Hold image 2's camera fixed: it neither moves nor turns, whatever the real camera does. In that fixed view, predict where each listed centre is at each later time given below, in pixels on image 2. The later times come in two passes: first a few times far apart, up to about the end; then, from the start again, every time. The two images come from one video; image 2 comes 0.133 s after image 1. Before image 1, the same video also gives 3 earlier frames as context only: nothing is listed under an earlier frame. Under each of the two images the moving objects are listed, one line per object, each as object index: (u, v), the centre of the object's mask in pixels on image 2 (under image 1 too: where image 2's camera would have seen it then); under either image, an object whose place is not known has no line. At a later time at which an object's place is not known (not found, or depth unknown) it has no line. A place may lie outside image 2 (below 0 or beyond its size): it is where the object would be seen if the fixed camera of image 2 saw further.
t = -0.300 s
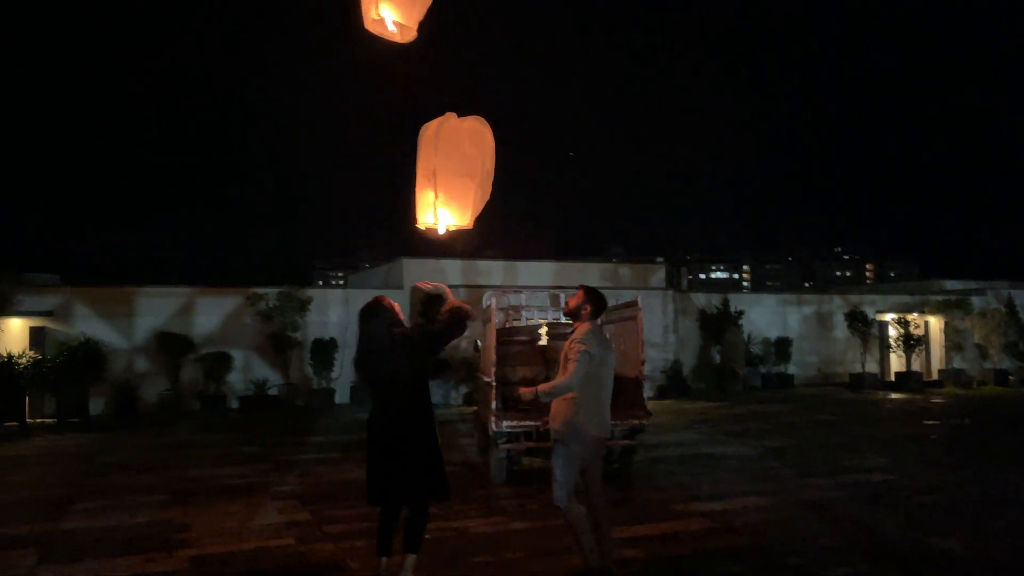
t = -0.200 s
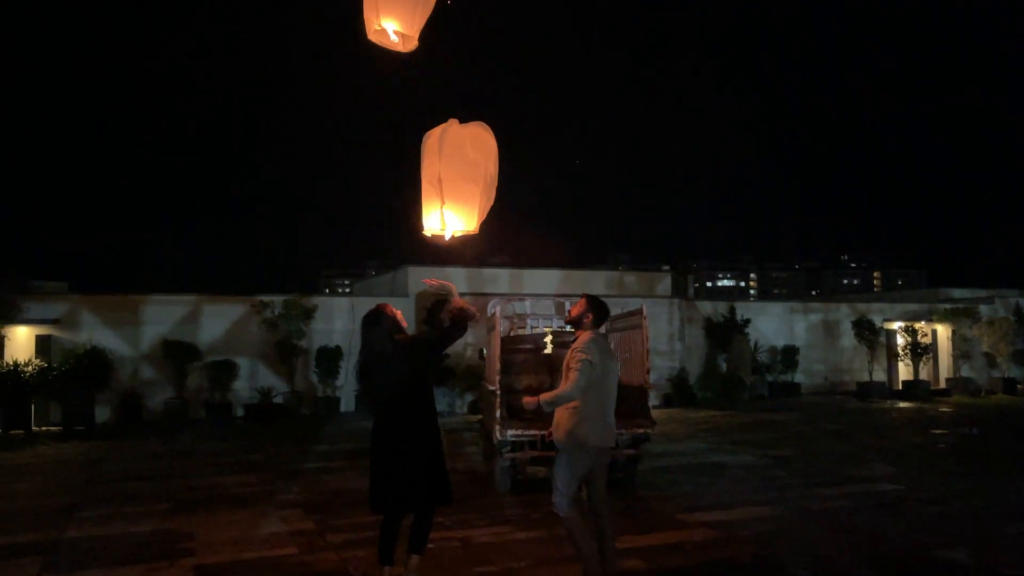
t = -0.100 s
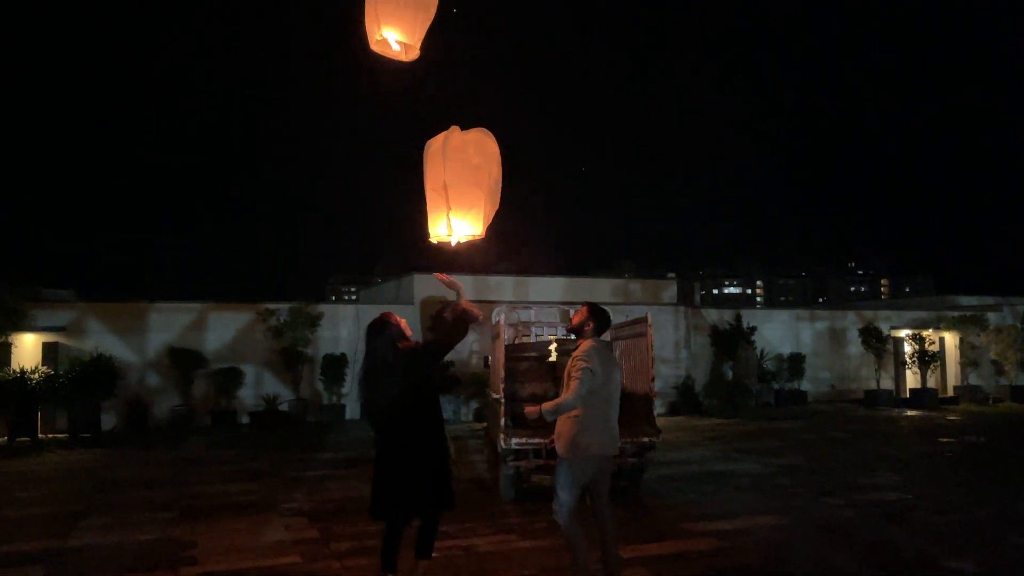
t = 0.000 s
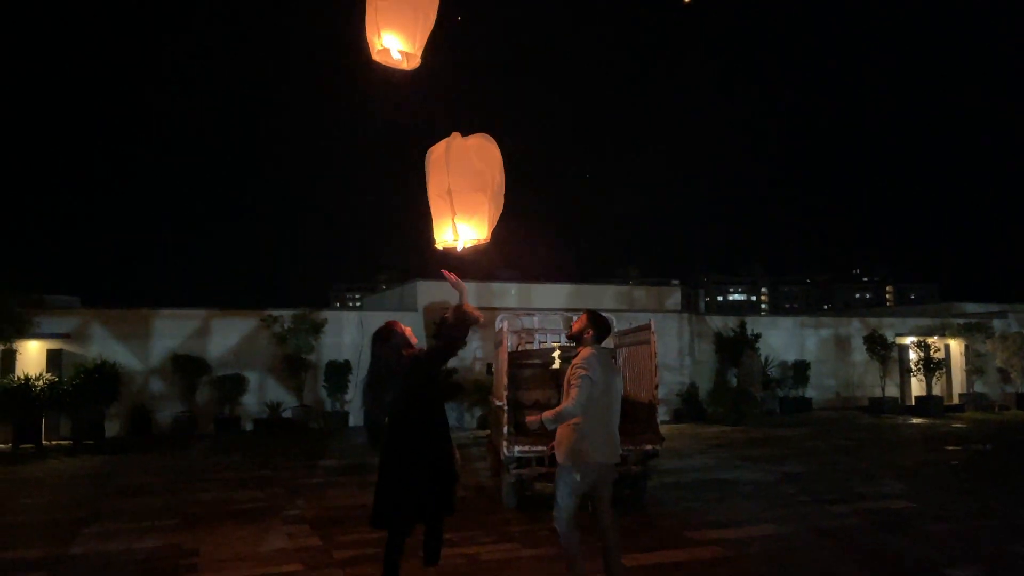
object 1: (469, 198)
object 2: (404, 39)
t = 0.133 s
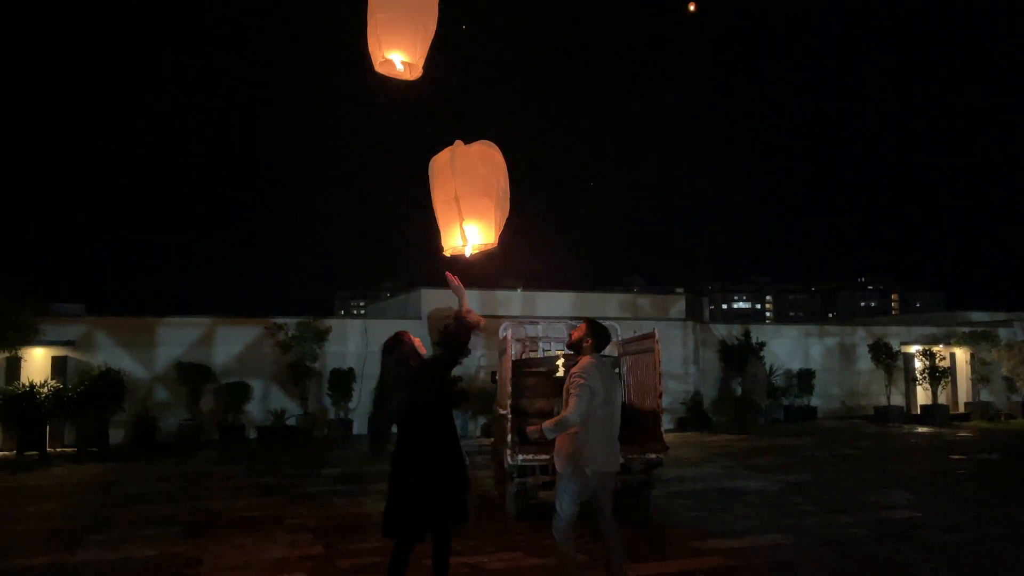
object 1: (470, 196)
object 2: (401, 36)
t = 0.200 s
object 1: (470, 196)
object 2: (399, 34)
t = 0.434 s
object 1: (474, 194)
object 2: (393, 31)
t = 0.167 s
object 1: (470, 196)
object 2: (400, 35)
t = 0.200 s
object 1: (470, 196)
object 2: (399, 34)
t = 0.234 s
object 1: (471, 195)
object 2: (398, 33)
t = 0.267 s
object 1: (471, 195)
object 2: (397, 33)
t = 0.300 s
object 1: (471, 195)
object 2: (396, 32)
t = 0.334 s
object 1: (472, 194)
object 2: (396, 32)
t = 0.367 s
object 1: (473, 194)
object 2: (395, 31)
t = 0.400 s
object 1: (473, 194)
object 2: (394, 31)
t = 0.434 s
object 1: (474, 194)
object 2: (393, 31)
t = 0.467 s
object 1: (475, 194)
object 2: (392, 31)
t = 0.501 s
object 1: (475, 193)
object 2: (390, 31)
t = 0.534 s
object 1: (476, 193)
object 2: (389, 31)
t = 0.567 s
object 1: (476, 193)
